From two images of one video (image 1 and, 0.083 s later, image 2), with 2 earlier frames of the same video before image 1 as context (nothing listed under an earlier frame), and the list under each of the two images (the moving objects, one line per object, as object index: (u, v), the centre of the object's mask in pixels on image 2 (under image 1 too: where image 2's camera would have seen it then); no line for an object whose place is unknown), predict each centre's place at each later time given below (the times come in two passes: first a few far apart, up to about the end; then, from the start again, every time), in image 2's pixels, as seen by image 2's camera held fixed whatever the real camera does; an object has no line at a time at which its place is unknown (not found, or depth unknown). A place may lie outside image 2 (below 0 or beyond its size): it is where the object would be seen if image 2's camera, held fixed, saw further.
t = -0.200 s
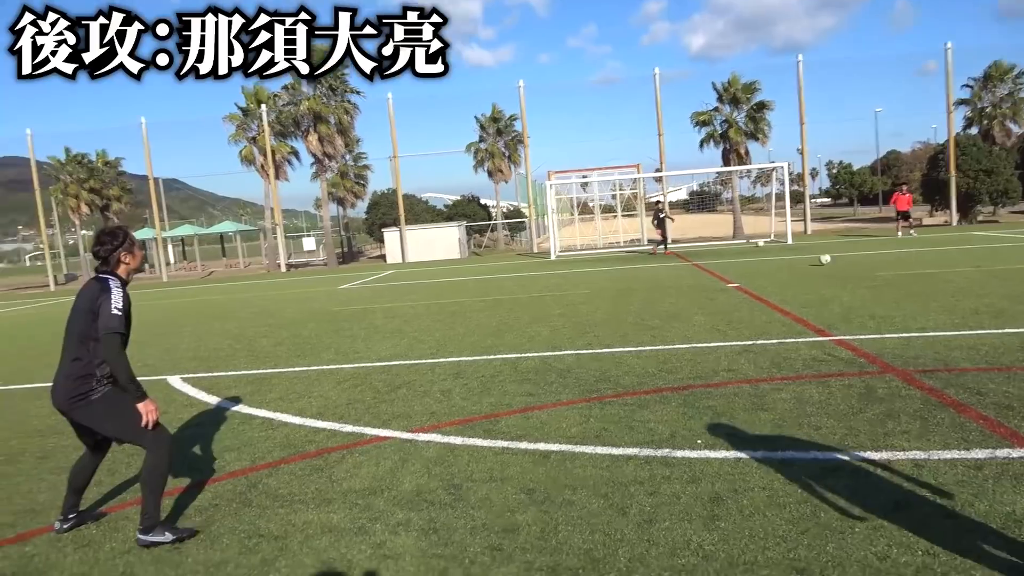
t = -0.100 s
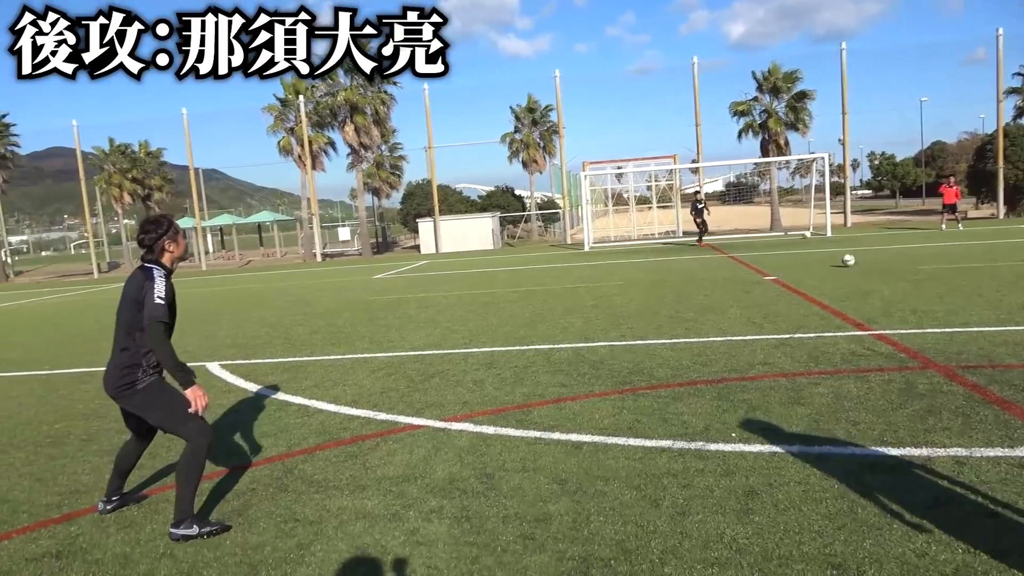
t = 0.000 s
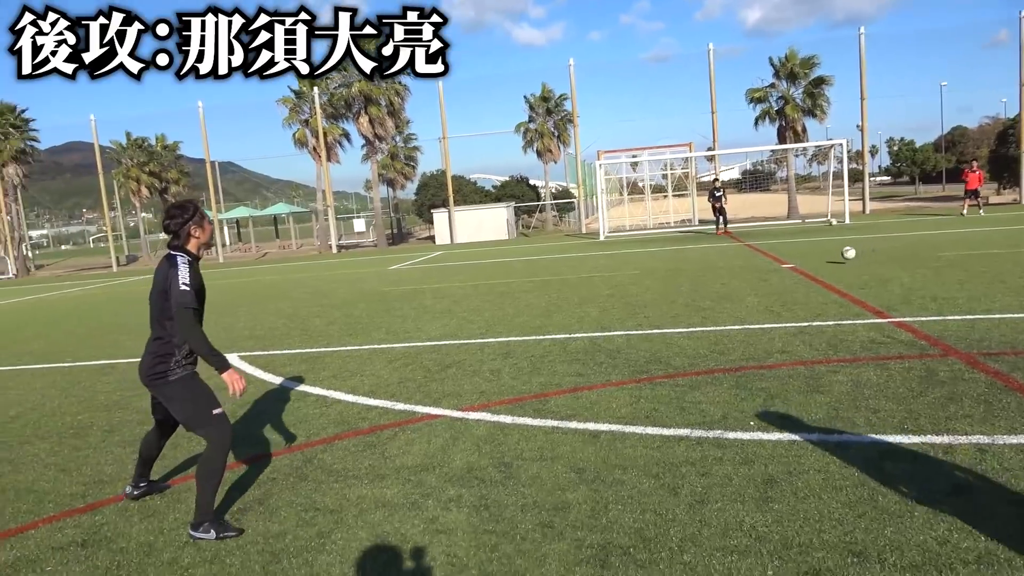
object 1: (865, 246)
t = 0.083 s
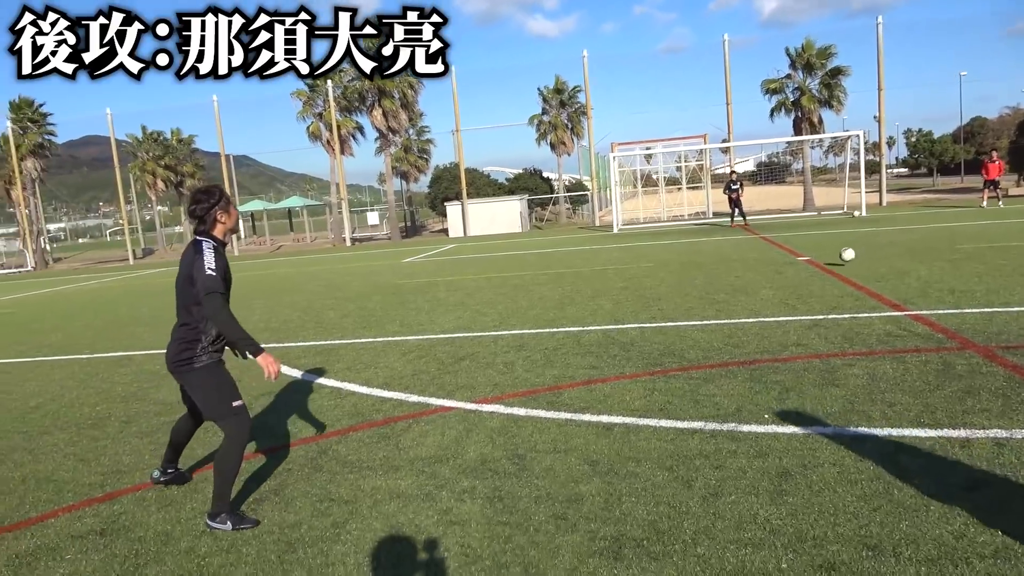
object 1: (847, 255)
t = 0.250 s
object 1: (807, 279)
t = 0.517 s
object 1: (722, 325)
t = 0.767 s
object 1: (599, 396)
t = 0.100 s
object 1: (843, 257)
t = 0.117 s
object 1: (839, 260)
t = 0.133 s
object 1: (836, 263)
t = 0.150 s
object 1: (831, 266)
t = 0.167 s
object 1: (828, 270)
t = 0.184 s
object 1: (824, 273)
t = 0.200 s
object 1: (820, 274)
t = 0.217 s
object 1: (816, 276)
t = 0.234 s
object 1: (811, 277)
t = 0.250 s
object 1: (807, 279)
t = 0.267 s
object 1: (802, 281)
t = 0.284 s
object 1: (798, 284)
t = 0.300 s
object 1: (793, 286)
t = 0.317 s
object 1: (788, 289)
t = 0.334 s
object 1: (783, 293)
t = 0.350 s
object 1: (778, 296)
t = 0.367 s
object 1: (773, 300)
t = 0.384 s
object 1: (767, 305)
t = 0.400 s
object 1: (762, 307)
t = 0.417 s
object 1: (757, 309)
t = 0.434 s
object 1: (751, 311)
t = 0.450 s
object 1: (745, 313)
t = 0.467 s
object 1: (740, 315)
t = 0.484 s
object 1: (733, 318)
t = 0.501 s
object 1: (727, 322)
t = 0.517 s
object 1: (722, 325)
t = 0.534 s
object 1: (715, 330)
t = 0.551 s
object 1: (707, 336)
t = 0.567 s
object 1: (699, 342)
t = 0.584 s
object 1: (692, 348)
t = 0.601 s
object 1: (684, 354)
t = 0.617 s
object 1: (677, 356)
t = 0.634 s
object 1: (670, 357)
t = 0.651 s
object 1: (662, 361)
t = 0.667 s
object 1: (654, 364)
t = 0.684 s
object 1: (645, 367)
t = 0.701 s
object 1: (637, 372)
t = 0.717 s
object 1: (628, 376)
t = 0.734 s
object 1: (619, 383)
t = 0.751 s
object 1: (608, 390)
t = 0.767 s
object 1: (599, 396)
